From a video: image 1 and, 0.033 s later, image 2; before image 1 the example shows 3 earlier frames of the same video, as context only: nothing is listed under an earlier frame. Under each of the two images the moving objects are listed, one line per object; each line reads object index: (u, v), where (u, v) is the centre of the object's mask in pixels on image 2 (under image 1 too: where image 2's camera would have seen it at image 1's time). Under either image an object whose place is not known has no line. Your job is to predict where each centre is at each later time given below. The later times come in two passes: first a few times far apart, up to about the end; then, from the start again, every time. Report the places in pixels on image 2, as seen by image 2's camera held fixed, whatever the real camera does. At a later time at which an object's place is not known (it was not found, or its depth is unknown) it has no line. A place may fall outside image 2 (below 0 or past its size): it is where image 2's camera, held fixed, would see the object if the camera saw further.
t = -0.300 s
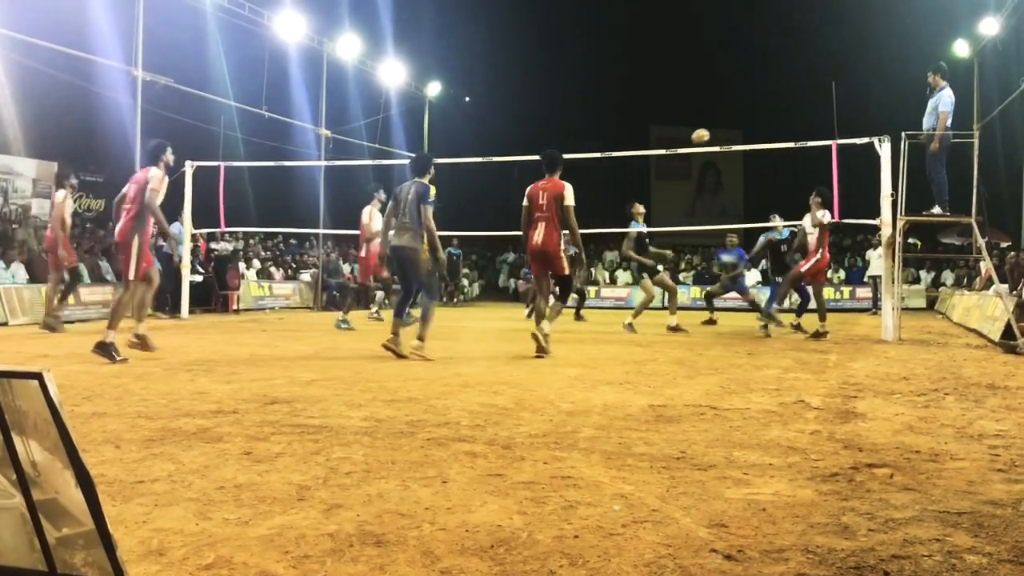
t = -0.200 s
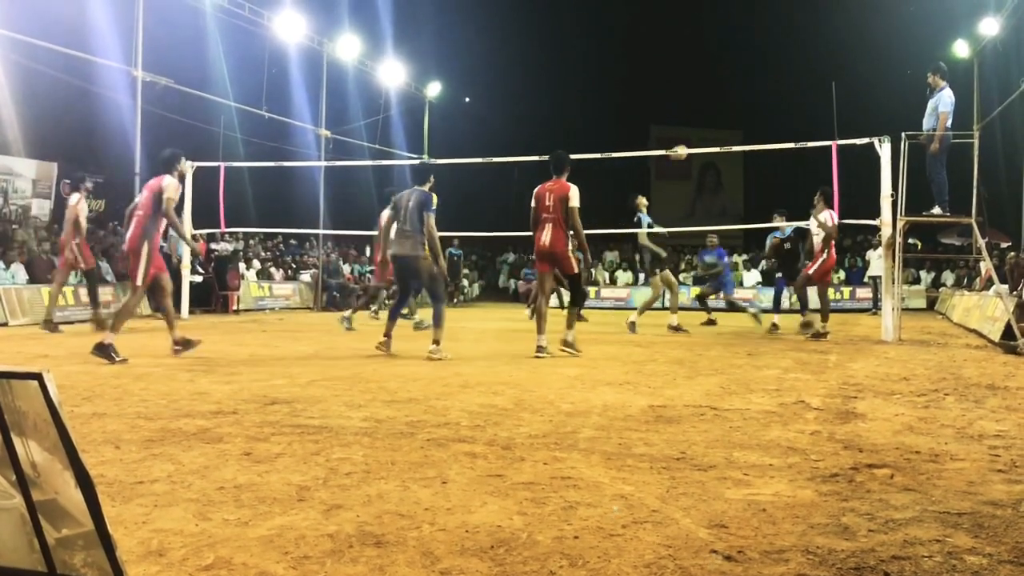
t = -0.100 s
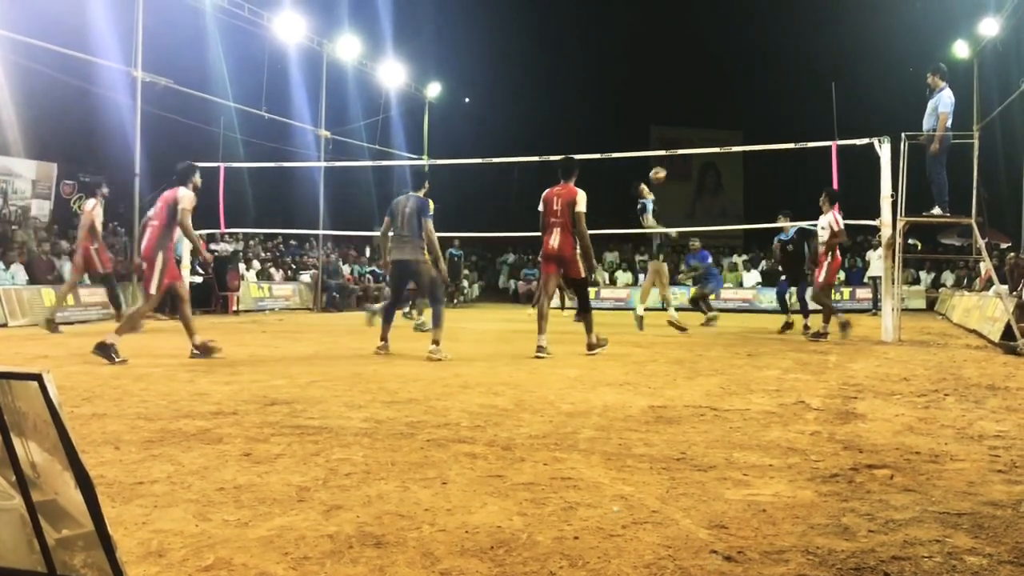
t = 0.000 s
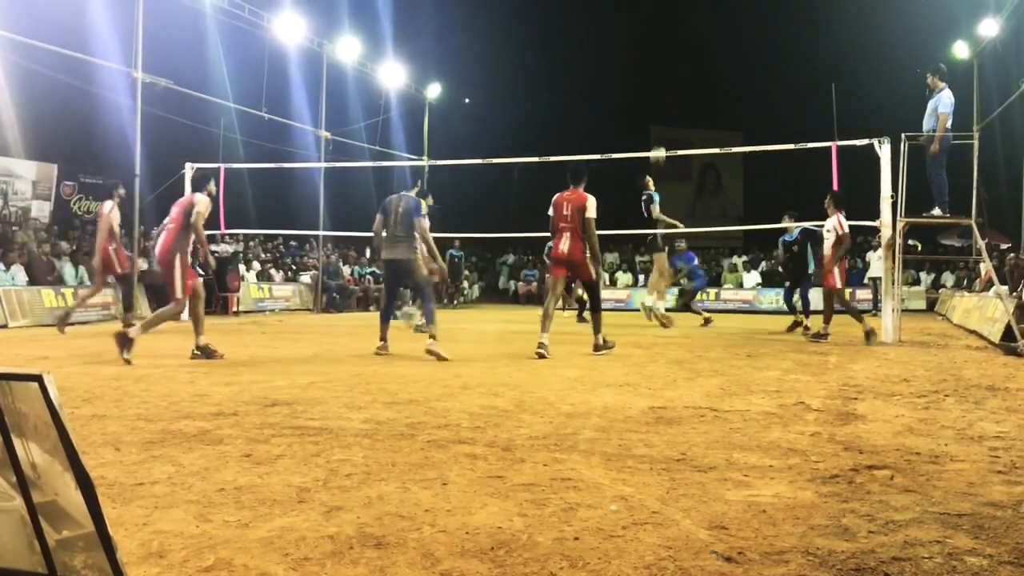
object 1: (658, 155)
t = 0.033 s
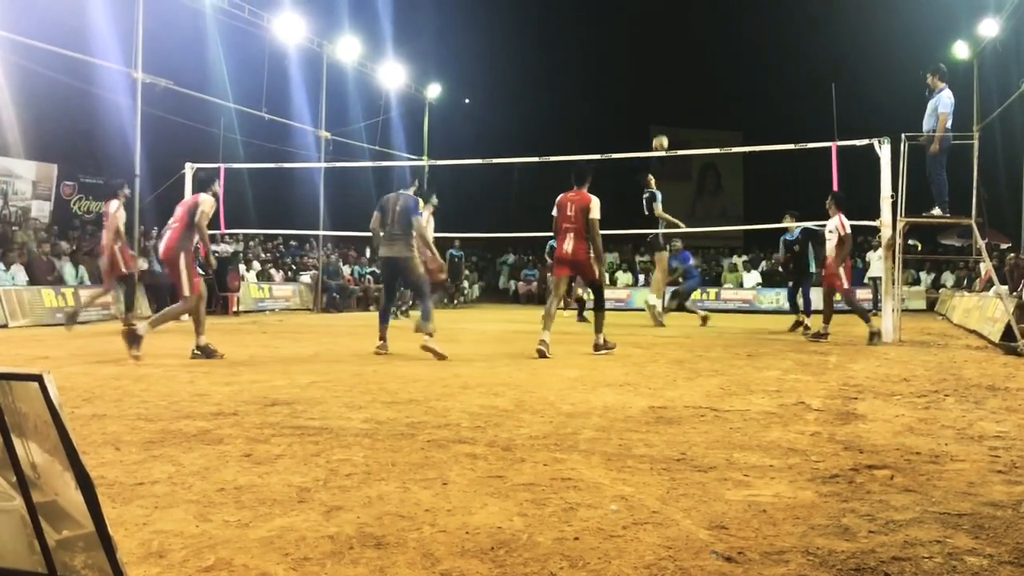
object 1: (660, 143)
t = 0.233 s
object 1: (675, 88)
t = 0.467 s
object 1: (693, 58)
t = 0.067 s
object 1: (663, 132)
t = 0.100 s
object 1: (665, 121)
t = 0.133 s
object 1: (668, 112)
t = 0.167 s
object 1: (670, 104)
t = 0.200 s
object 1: (673, 96)
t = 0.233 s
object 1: (675, 88)
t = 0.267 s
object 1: (678, 81)
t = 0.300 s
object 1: (681, 76)
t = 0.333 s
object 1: (683, 71)
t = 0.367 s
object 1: (686, 67)
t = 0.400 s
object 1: (688, 63)
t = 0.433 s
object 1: (690, 60)
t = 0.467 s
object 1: (693, 58)
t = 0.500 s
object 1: (695, 57)
